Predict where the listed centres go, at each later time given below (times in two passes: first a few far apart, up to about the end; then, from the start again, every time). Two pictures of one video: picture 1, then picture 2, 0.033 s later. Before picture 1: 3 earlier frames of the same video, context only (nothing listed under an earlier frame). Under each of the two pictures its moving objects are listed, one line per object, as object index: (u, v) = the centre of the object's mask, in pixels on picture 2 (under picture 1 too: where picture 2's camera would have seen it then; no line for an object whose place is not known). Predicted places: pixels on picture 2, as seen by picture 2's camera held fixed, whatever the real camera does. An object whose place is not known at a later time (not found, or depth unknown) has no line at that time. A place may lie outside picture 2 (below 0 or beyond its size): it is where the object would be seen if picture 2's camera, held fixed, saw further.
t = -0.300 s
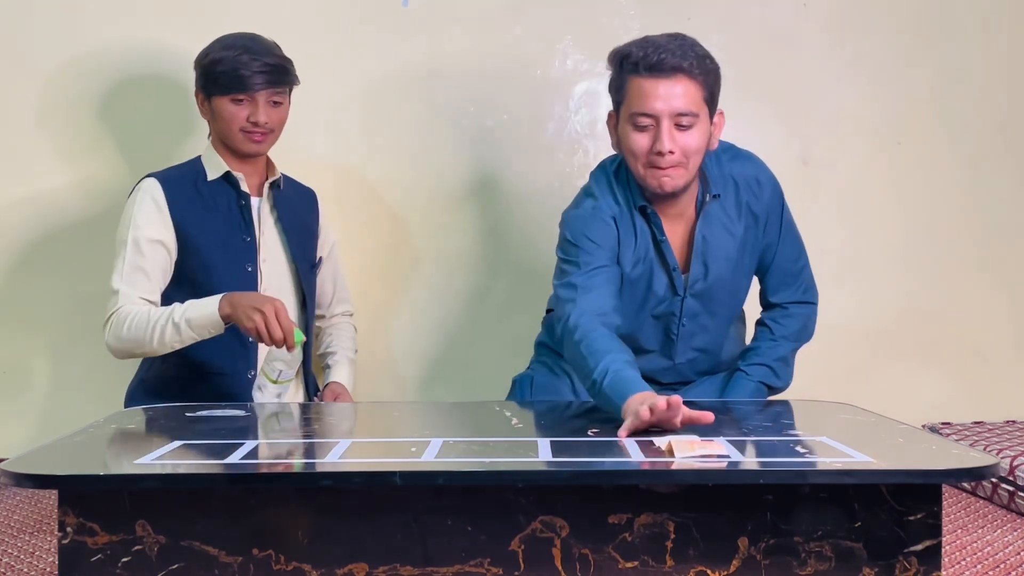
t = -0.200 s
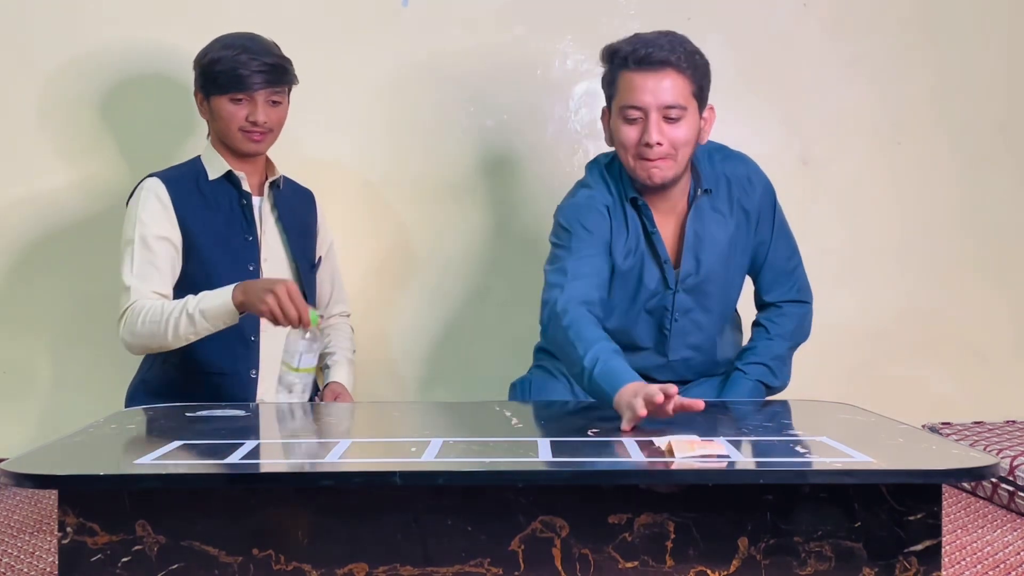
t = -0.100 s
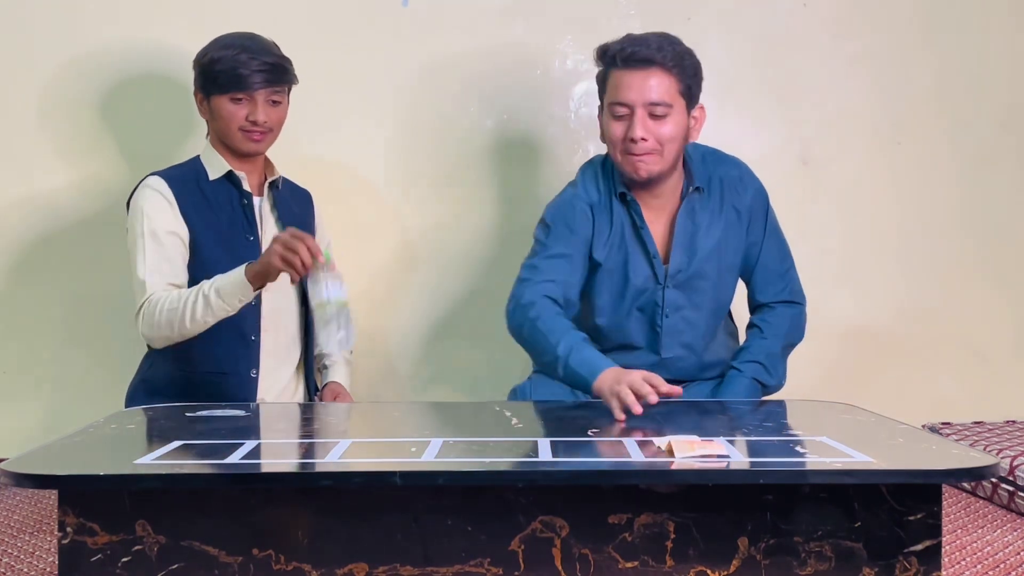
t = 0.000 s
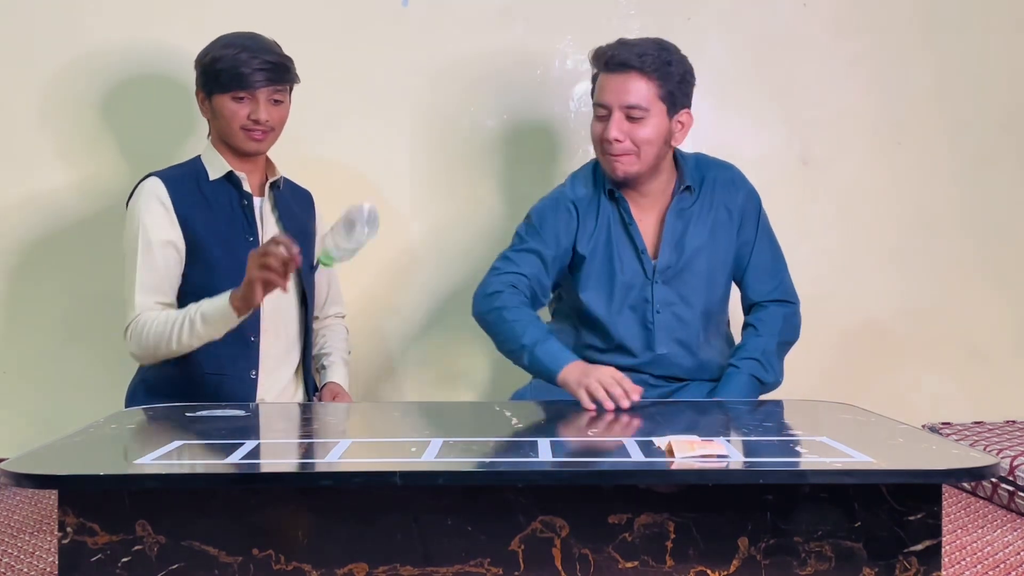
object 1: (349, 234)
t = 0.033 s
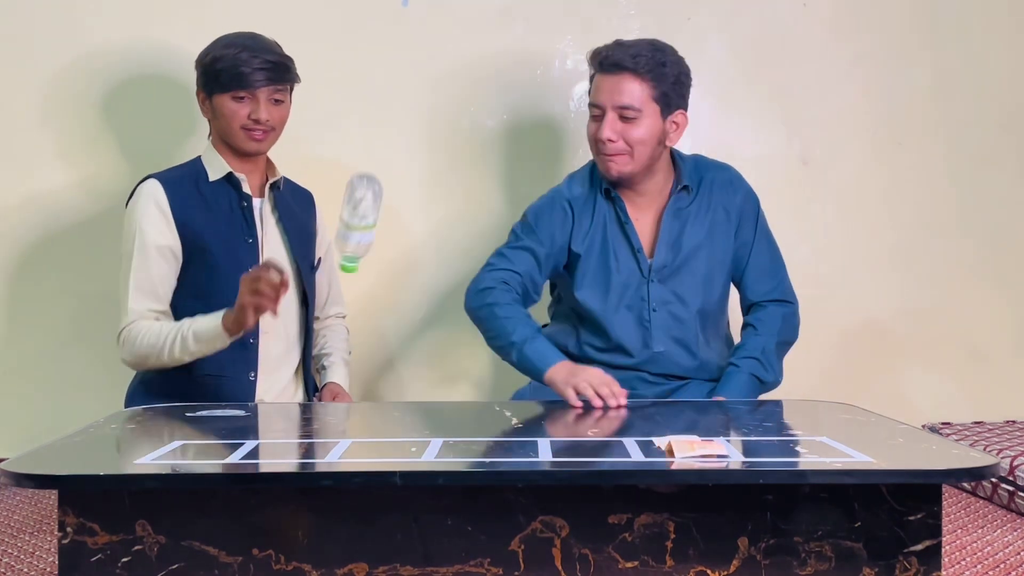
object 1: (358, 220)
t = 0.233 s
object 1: (403, 198)
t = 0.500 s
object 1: (449, 407)
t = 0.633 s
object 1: (456, 418)
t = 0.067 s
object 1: (369, 207)
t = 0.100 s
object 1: (379, 193)
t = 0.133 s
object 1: (387, 183)
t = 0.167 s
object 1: (393, 180)
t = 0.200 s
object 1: (398, 185)
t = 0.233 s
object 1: (403, 198)
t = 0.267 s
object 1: (410, 221)
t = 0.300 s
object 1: (416, 253)
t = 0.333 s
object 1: (423, 293)
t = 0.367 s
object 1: (429, 342)
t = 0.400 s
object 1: (436, 369)
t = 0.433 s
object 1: (441, 377)
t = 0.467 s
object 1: (445, 389)
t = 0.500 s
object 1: (449, 407)
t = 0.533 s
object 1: (452, 411)
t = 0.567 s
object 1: (455, 416)
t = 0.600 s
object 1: (456, 417)
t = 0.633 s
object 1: (456, 418)
